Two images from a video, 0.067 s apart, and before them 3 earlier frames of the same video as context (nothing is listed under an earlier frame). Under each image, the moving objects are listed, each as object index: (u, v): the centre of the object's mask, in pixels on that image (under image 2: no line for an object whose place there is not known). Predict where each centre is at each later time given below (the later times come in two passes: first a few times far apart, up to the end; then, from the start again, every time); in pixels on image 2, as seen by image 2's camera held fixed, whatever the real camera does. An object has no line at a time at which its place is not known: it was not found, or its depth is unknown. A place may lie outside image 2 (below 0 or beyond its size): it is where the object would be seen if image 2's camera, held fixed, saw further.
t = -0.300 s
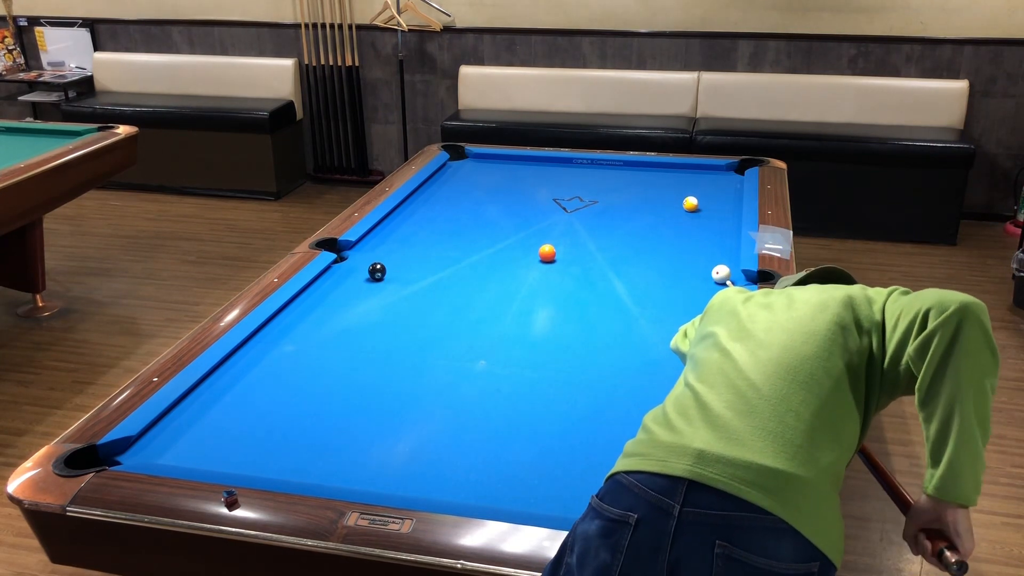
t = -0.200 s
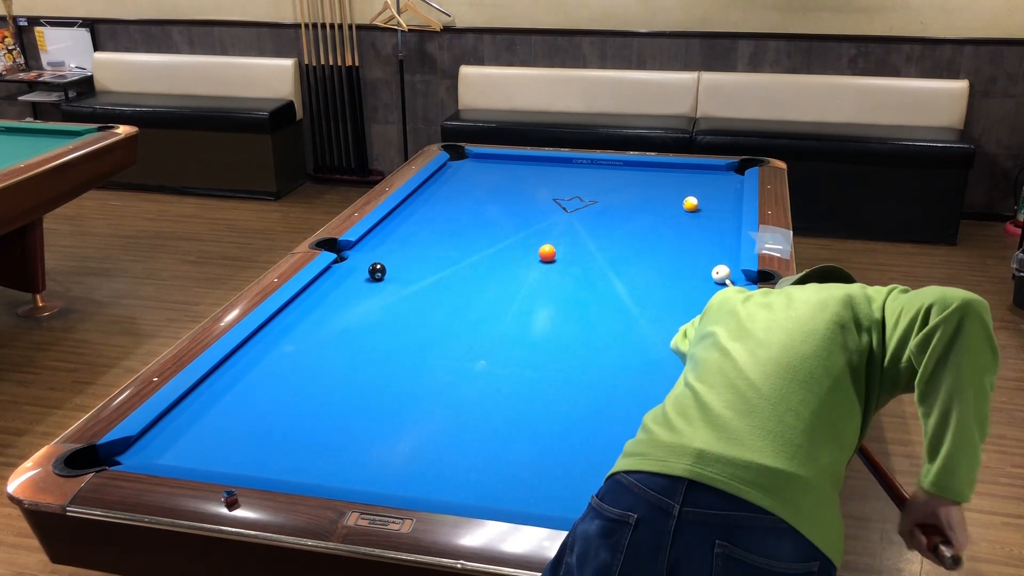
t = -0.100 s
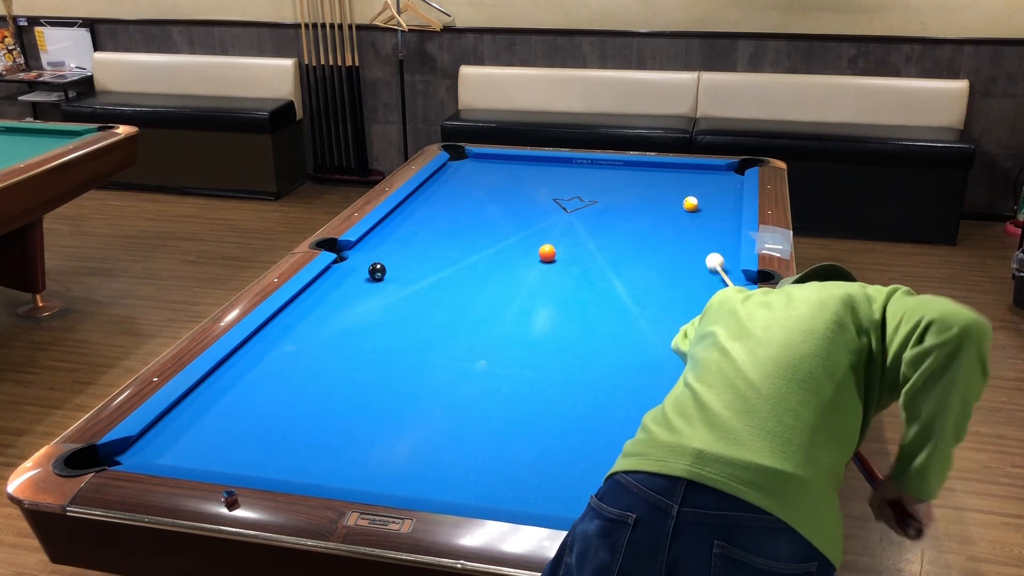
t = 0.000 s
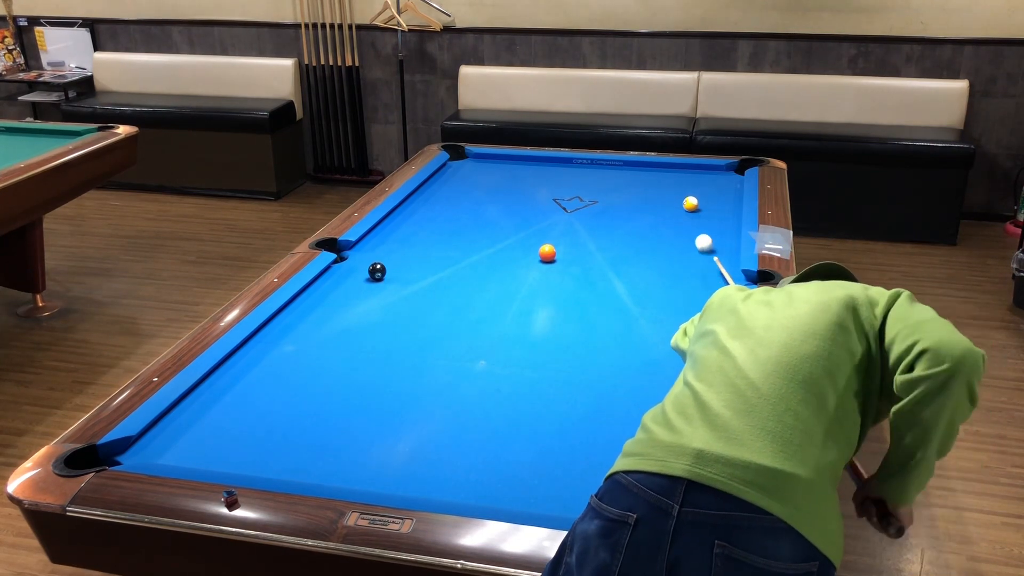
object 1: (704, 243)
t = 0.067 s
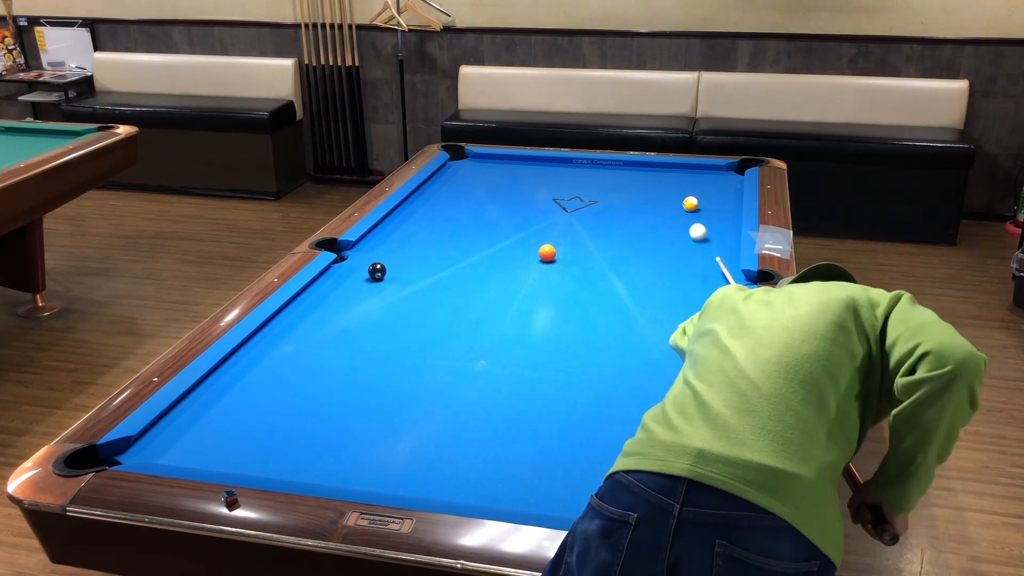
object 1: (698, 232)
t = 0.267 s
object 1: (677, 207)
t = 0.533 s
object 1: (633, 193)
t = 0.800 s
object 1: (594, 180)
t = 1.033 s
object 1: (564, 170)
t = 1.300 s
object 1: (533, 159)
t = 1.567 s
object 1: (504, 161)
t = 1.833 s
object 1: (476, 164)
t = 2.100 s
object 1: (449, 167)
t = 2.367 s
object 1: (454, 171)
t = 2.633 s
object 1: (463, 176)
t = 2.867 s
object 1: (470, 181)
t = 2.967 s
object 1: (470, 184)
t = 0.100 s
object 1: (695, 227)
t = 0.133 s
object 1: (692, 222)
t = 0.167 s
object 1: (689, 217)
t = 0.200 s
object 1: (687, 213)
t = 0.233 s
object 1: (684, 208)
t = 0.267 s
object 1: (677, 207)
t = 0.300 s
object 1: (671, 205)
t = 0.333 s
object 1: (665, 204)
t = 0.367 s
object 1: (659, 202)
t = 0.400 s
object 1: (654, 200)
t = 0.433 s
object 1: (648, 199)
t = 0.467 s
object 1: (643, 197)
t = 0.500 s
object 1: (638, 195)
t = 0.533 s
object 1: (633, 193)
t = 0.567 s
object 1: (628, 191)
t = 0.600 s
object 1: (623, 190)
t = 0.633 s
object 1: (618, 188)
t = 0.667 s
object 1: (613, 186)
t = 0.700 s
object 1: (608, 185)
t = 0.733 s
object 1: (604, 183)
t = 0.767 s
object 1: (599, 182)
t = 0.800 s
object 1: (594, 180)
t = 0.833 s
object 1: (590, 179)
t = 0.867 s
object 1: (585, 177)
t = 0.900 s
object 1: (581, 176)
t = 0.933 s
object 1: (577, 174)
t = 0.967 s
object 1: (572, 173)
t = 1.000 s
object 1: (568, 171)
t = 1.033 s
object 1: (564, 170)
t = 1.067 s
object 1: (560, 168)
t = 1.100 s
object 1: (556, 167)
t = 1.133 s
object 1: (552, 166)
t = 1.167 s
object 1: (548, 164)
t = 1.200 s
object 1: (544, 163)
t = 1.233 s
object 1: (541, 162)
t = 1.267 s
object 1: (537, 160)
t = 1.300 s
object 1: (533, 159)
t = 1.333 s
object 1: (529, 159)
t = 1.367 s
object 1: (526, 159)
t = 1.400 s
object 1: (522, 160)
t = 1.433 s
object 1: (518, 160)
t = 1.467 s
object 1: (515, 161)
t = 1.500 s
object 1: (511, 161)
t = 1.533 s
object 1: (508, 161)
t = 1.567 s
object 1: (504, 161)
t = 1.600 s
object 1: (501, 162)
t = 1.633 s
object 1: (497, 162)
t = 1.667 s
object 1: (494, 162)
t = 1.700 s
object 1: (490, 163)
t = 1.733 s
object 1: (487, 163)
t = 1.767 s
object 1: (483, 163)
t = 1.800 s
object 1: (480, 164)
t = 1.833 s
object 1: (476, 164)
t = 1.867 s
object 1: (473, 164)
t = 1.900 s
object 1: (469, 165)
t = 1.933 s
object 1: (466, 165)
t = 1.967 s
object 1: (463, 165)
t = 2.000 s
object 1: (459, 166)
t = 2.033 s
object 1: (456, 166)
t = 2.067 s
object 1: (453, 166)
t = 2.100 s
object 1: (449, 167)
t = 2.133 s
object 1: (446, 167)
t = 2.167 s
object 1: (447, 168)
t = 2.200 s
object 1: (448, 168)
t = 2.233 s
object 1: (449, 169)
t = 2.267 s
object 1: (450, 170)
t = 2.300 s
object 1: (451, 170)
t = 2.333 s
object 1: (453, 171)
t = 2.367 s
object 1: (454, 171)
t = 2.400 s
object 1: (455, 172)
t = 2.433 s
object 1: (456, 173)
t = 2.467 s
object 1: (457, 173)
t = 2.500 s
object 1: (458, 174)
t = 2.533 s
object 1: (459, 175)
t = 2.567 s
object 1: (460, 175)
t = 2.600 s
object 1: (461, 176)
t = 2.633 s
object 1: (463, 176)
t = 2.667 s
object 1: (464, 177)
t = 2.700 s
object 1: (465, 178)
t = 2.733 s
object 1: (466, 178)
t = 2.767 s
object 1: (467, 179)
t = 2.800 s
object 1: (468, 180)
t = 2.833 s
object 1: (469, 180)
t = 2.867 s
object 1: (470, 181)
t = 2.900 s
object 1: (471, 181)
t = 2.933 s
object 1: (472, 182)
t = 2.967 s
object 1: (470, 184)
